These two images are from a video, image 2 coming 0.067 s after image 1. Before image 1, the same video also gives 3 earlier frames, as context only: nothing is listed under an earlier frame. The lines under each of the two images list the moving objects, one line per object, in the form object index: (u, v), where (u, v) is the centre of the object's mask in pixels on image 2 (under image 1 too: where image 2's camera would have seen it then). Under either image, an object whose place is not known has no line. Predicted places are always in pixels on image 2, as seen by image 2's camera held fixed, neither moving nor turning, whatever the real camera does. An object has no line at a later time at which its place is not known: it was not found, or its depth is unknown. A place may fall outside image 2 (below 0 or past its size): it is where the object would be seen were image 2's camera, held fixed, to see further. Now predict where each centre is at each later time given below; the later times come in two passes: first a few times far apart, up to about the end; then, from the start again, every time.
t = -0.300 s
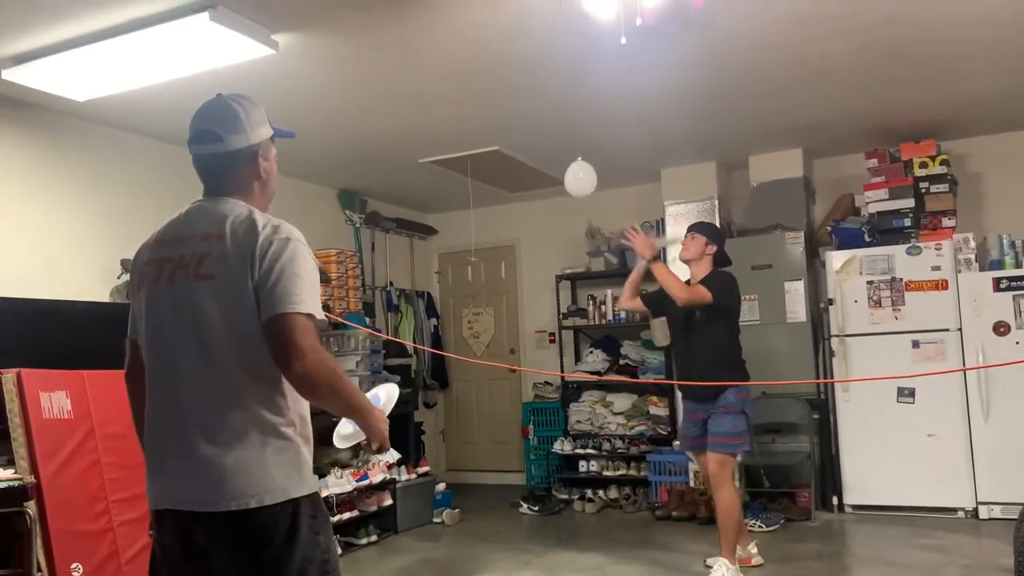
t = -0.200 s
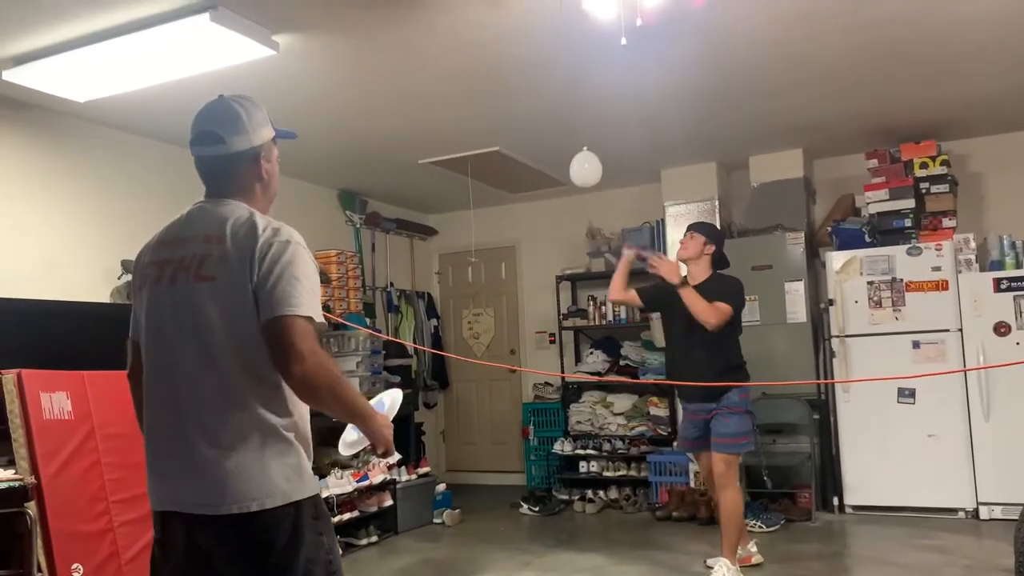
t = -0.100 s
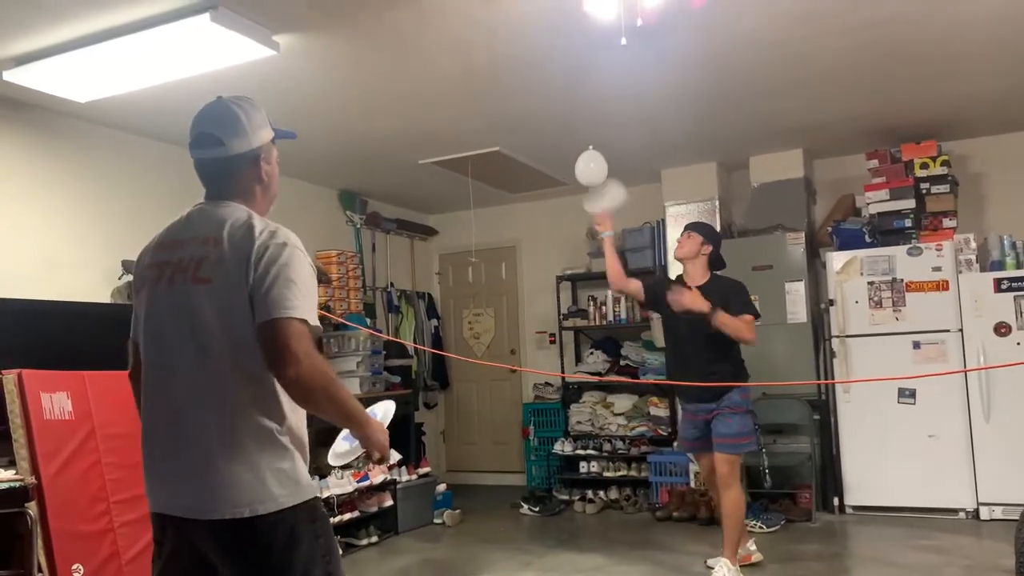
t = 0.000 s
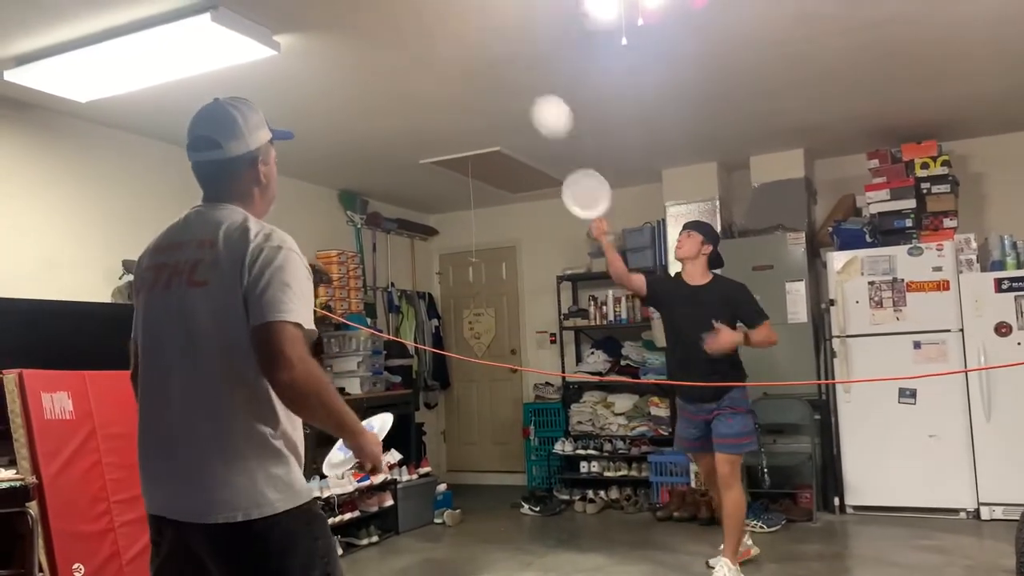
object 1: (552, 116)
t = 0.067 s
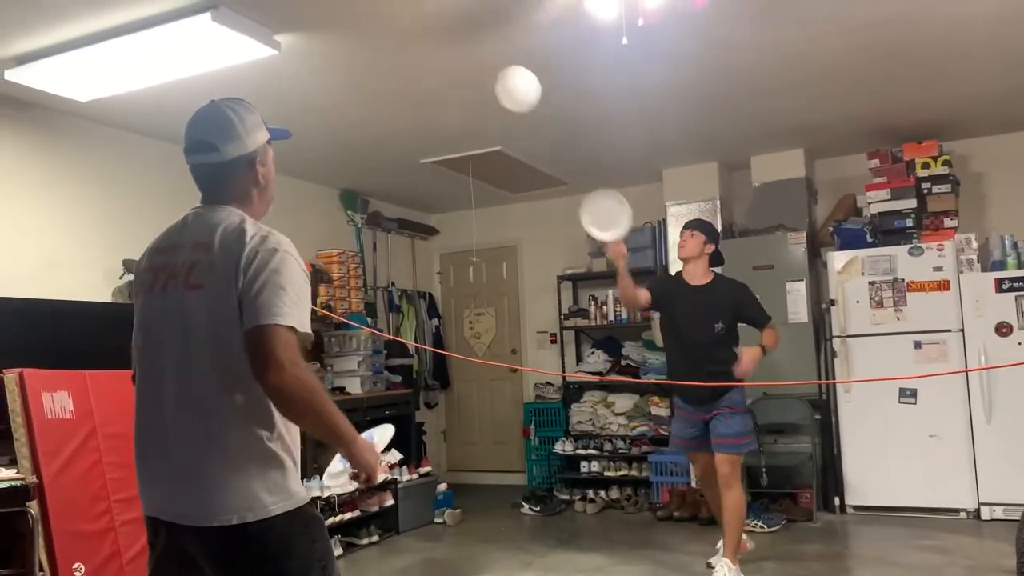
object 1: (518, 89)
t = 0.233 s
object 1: (443, 91)
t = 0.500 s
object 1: (350, 221)
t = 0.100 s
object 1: (501, 82)
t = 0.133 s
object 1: (487, 77)
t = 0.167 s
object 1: (472, 76)
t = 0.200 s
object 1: (458, 81)
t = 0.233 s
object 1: (443, 91)
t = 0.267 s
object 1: (430, 103)
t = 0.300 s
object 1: (417, 116)
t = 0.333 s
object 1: (405, 131)
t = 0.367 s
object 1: (393, 146)
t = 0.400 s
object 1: (382, 162)
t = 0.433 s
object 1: (371, 181)
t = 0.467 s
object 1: (360, 200)
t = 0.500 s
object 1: (350, 221)
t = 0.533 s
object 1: (340, 243)
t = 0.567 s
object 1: (330, 266)
